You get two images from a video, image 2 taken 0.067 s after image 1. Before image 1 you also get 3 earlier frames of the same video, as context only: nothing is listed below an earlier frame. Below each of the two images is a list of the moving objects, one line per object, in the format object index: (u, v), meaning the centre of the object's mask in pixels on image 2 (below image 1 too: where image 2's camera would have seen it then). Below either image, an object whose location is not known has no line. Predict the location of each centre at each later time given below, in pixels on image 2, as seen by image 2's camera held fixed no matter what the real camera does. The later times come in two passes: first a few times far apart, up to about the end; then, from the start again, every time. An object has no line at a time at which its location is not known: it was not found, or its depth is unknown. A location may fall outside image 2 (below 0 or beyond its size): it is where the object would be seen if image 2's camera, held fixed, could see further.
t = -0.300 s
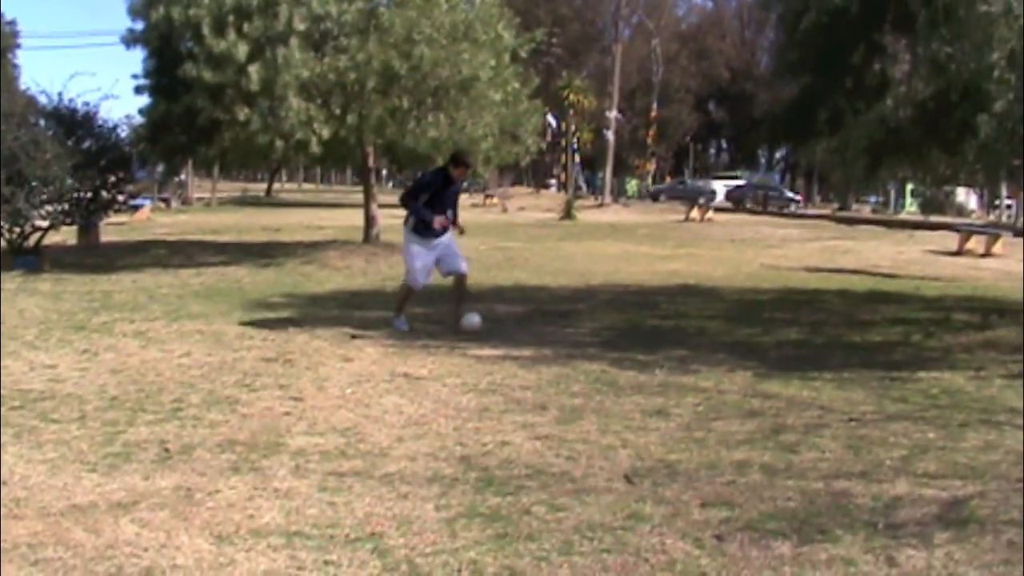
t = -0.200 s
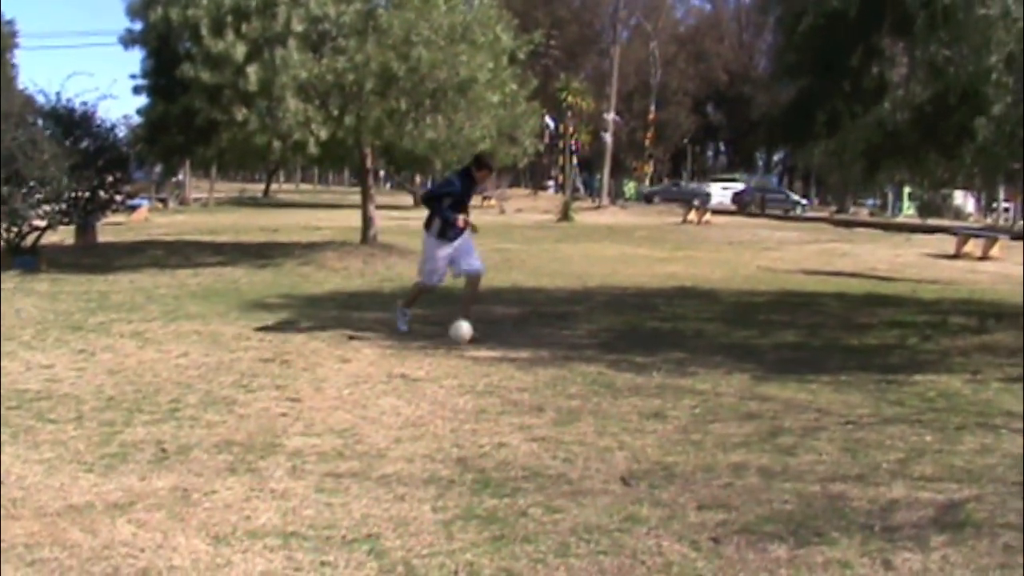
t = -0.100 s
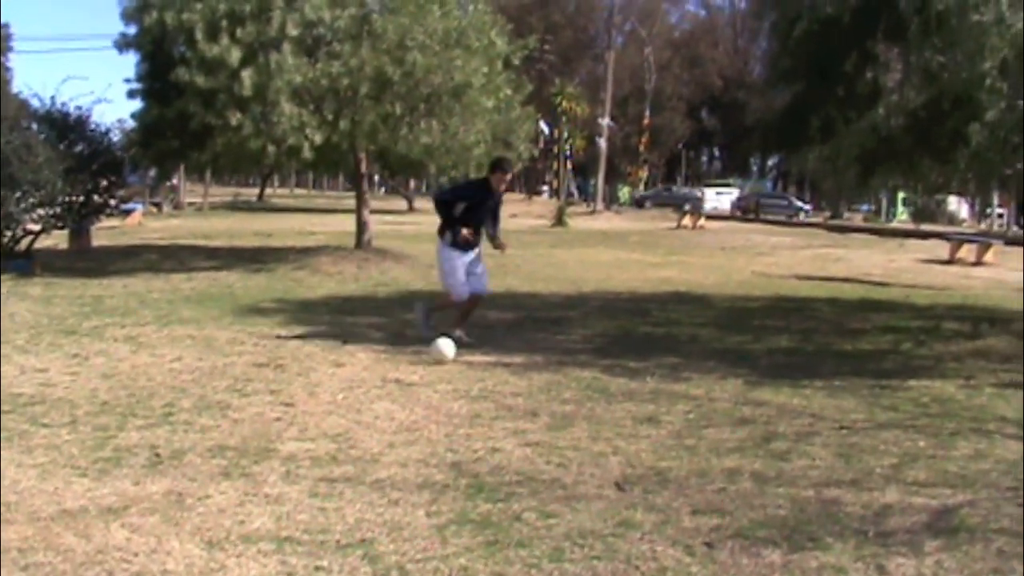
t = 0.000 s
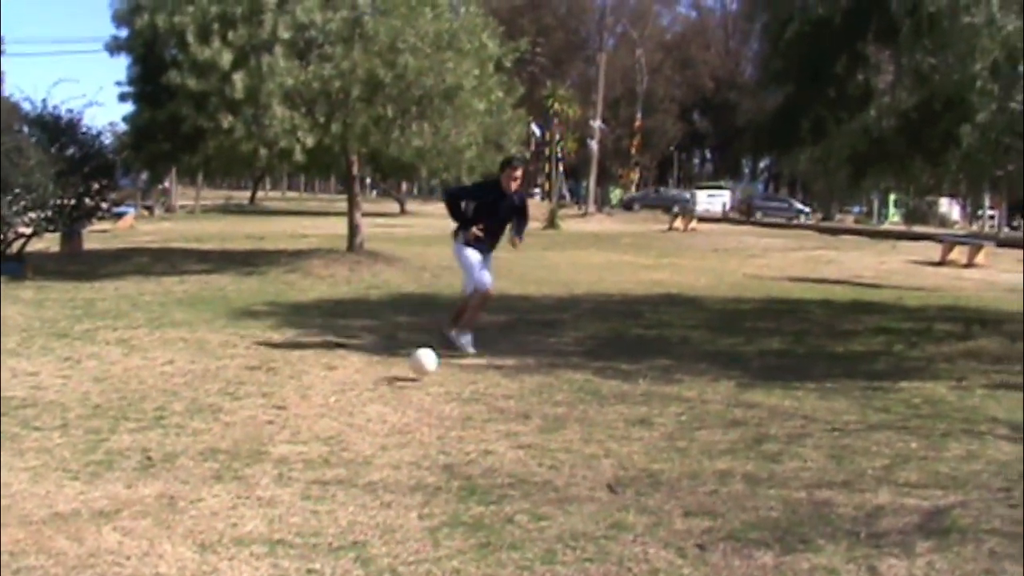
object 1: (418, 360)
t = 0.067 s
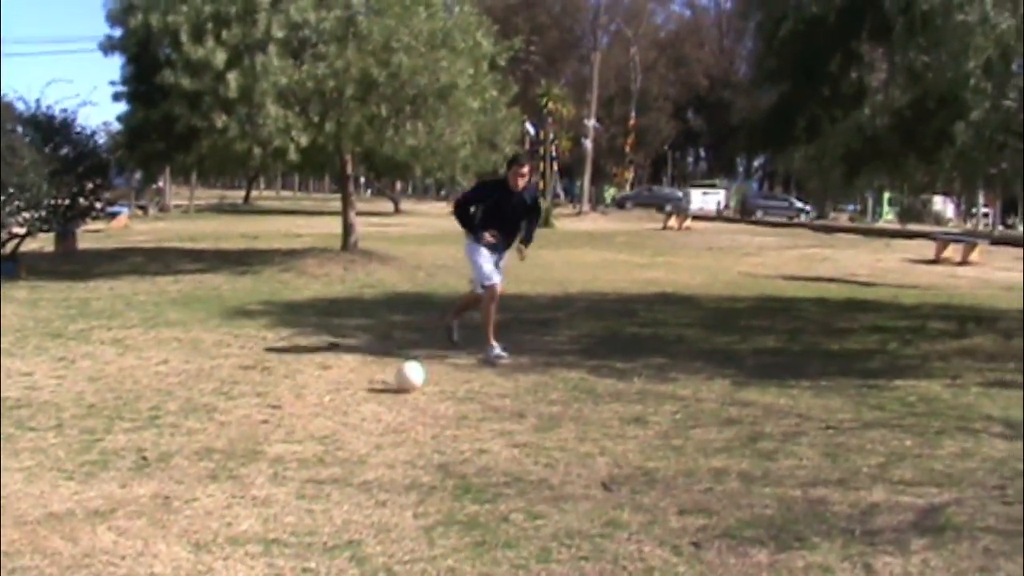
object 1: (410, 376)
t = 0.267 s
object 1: (381, 410)
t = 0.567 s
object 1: (337, 466)
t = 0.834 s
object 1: (271, 551)
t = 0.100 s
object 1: (404, 383)
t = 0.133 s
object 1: (399, 389)
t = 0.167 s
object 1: (395, 394)
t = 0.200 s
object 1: (391, 400)
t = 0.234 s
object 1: (386, 406)
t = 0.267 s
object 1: (381, 410)
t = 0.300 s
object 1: (377, 414)
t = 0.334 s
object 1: (373, 418)
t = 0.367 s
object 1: (369, 425)
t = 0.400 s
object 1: (363, 433)
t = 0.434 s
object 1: (359, 437)
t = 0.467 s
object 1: (354, 444)
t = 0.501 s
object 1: (348, 451)
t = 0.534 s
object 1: (343, 458)
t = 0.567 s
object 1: (337, 466)
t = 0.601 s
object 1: (329, 476)
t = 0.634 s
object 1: (321, 486)
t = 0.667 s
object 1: (315, 493)
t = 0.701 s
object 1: (307, 504)
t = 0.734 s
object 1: (299, 518)
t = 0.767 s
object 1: (290, 529)
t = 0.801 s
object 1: (281, 538)
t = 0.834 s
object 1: (271, 551)
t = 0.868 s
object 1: (260, 567)
